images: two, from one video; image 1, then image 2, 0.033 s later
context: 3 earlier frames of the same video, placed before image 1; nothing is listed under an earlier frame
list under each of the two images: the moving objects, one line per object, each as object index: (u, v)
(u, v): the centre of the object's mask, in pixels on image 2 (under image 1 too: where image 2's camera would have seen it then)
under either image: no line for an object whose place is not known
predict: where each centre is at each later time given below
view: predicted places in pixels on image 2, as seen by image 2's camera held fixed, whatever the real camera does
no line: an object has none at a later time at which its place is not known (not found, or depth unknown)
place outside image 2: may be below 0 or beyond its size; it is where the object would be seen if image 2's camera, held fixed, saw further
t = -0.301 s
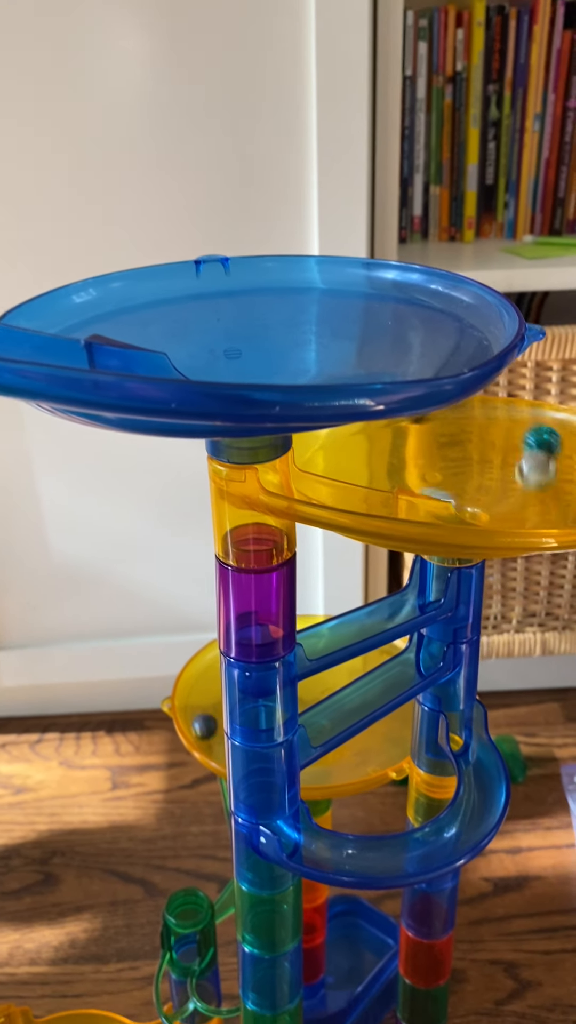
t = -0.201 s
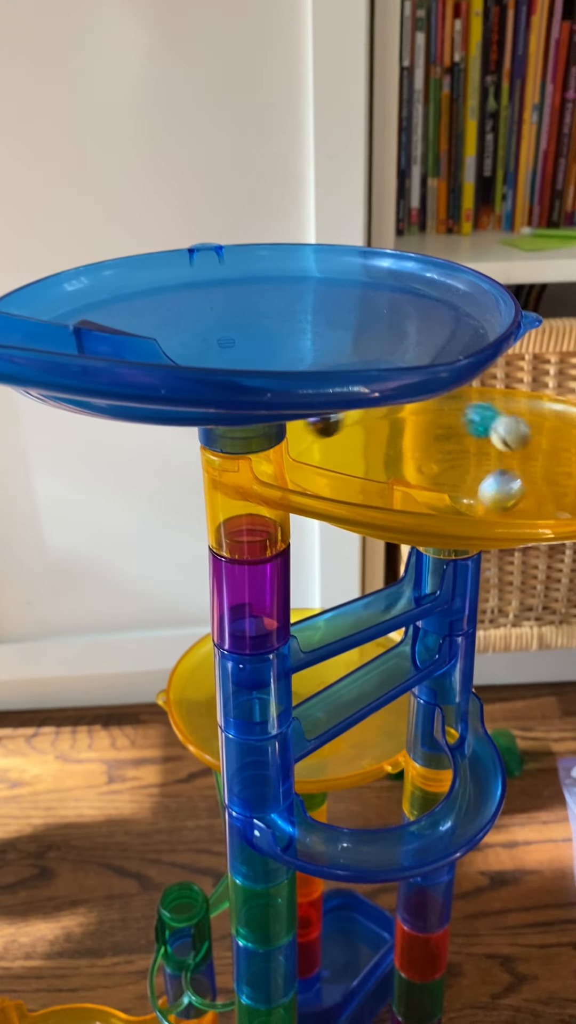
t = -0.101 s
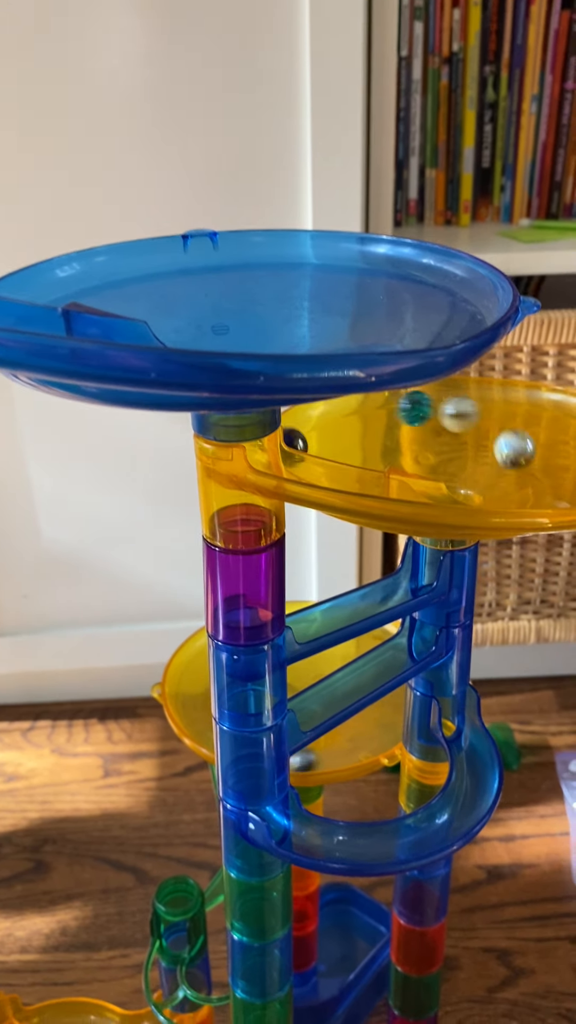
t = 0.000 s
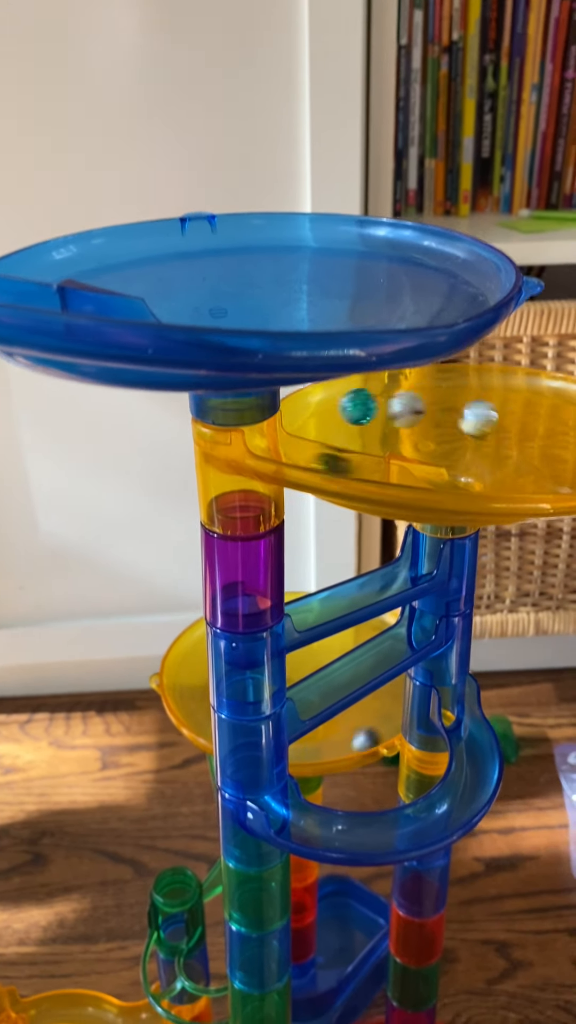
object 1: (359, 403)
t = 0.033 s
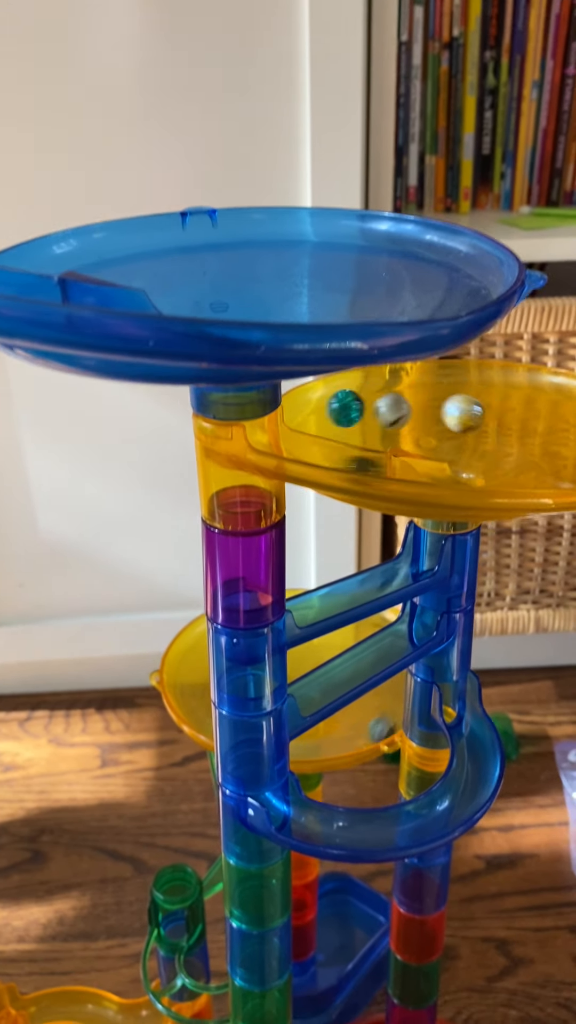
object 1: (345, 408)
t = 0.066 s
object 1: (335, 415)
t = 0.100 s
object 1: (331, 421)
